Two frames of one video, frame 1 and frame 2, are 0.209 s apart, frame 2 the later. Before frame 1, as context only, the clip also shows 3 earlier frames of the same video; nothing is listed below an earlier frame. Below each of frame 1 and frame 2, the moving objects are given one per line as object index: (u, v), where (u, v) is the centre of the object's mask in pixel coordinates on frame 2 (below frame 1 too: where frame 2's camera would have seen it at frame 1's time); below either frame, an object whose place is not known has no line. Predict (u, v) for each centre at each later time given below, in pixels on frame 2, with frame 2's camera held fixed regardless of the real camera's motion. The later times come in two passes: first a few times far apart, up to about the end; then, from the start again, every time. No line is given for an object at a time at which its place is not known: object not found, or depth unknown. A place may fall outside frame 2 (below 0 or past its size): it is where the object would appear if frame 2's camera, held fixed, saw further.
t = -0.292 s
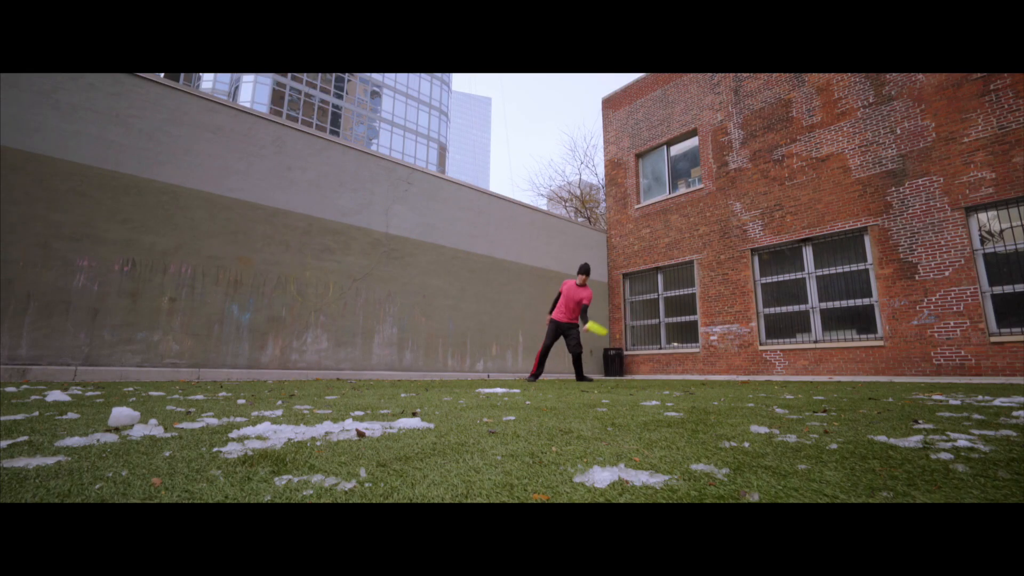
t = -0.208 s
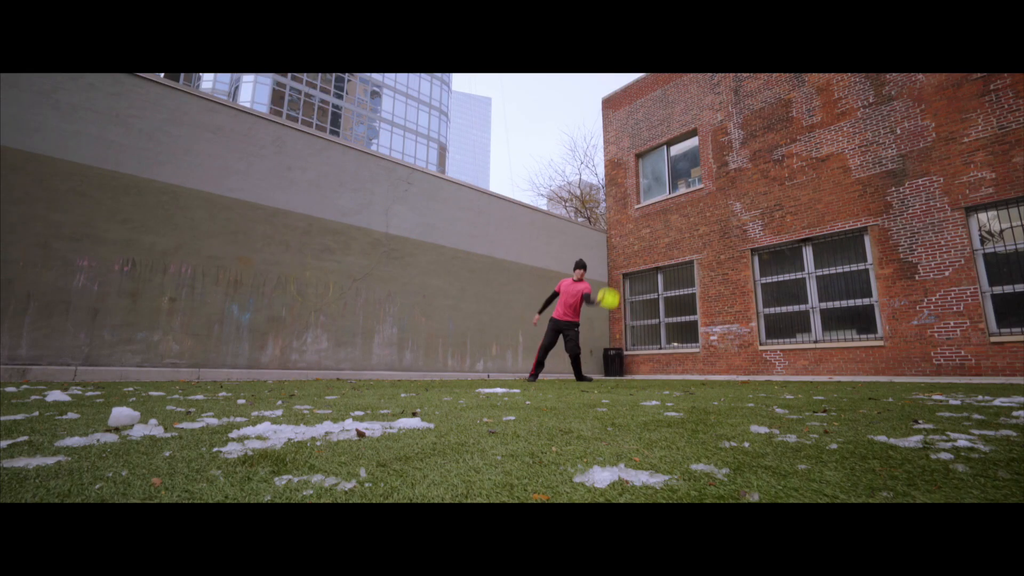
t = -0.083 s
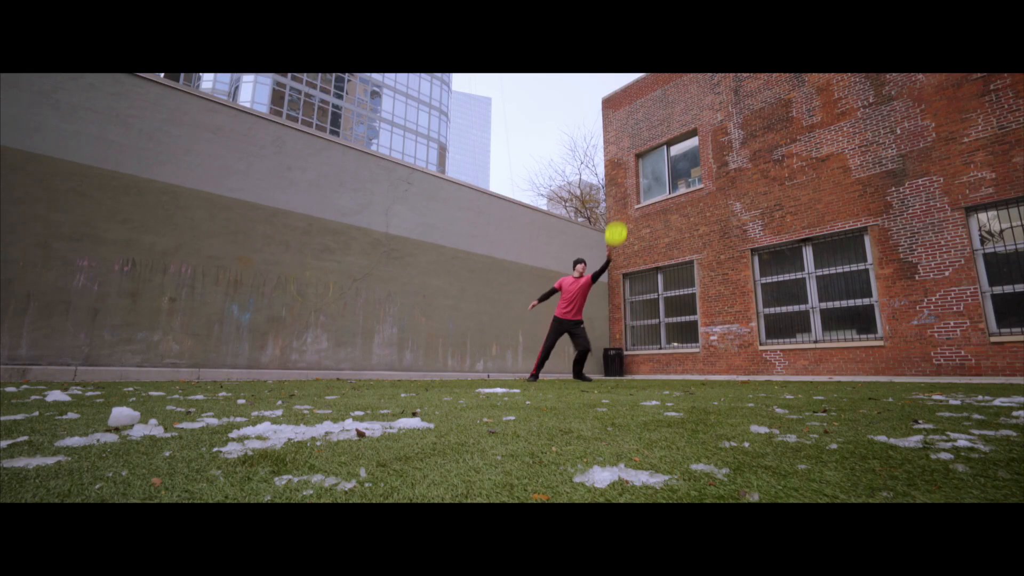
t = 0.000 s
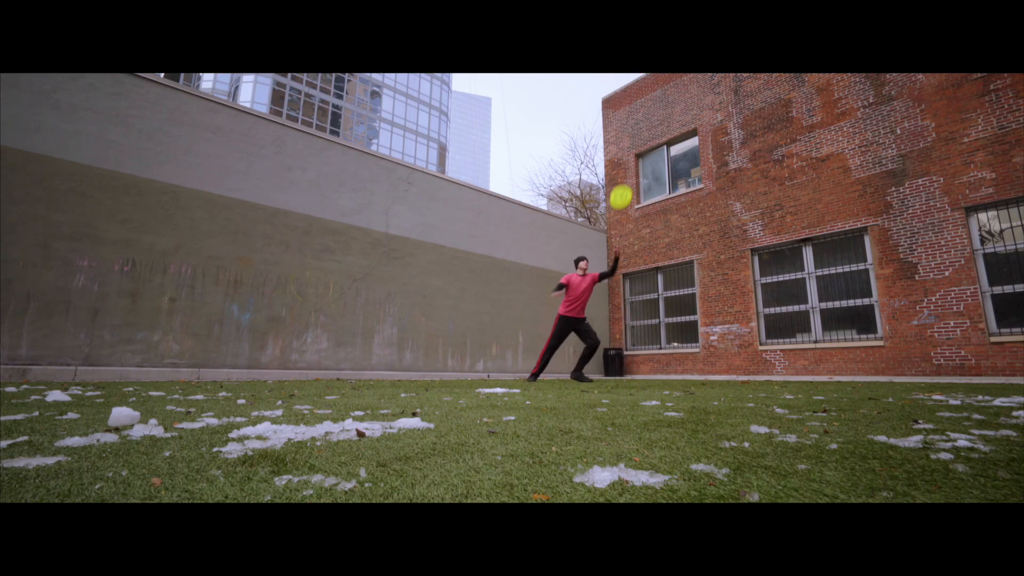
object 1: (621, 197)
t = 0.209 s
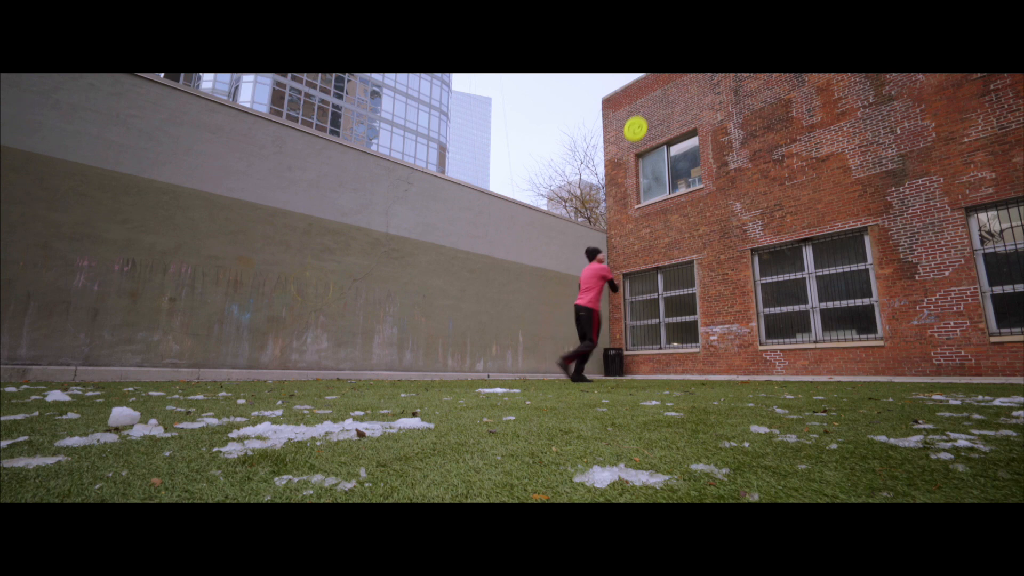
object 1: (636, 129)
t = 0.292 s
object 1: (642, 110)
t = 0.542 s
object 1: (663, 82)
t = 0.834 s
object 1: (693, 100)
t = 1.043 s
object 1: (713, 158)
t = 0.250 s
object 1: (639, 119)
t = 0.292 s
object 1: (642, 110)
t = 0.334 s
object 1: (645, 102)
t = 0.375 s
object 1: (649, 95)
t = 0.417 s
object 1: (652, 89)
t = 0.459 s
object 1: (656, 85)
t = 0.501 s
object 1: (660, 83)
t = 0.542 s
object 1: (663, 82)
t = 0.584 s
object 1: (667, 82)
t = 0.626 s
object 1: (671, 82)
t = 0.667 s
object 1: (676, 83)
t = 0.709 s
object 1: (680, 84)
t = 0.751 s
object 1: (684, 87)
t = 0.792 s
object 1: (689, 93)
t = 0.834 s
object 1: (693, 100)
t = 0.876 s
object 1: (698, 109)
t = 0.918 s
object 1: (702, 119)
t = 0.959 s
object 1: (706, 130)
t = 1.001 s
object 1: (710, 144)
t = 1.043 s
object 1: (713, 158)
